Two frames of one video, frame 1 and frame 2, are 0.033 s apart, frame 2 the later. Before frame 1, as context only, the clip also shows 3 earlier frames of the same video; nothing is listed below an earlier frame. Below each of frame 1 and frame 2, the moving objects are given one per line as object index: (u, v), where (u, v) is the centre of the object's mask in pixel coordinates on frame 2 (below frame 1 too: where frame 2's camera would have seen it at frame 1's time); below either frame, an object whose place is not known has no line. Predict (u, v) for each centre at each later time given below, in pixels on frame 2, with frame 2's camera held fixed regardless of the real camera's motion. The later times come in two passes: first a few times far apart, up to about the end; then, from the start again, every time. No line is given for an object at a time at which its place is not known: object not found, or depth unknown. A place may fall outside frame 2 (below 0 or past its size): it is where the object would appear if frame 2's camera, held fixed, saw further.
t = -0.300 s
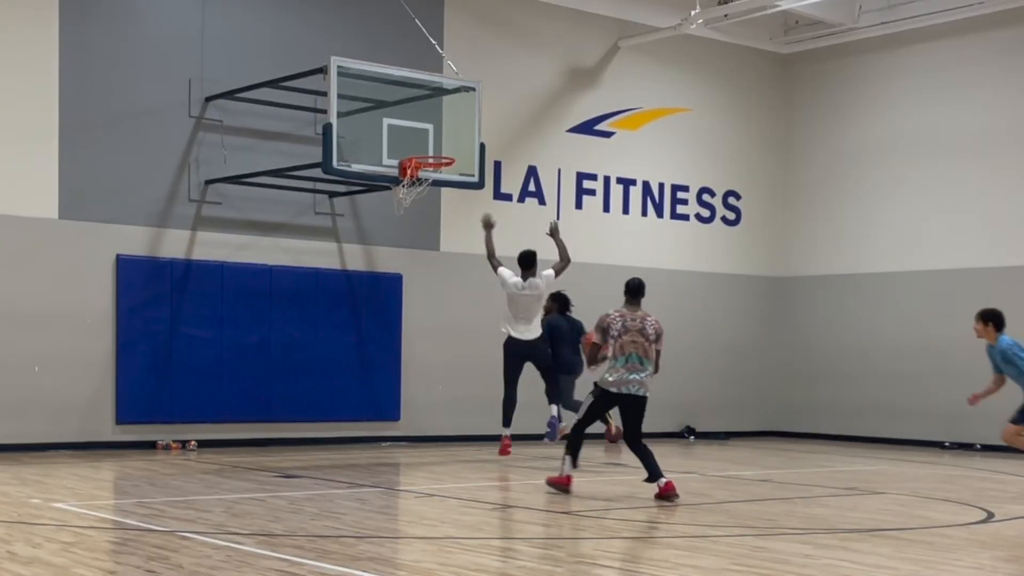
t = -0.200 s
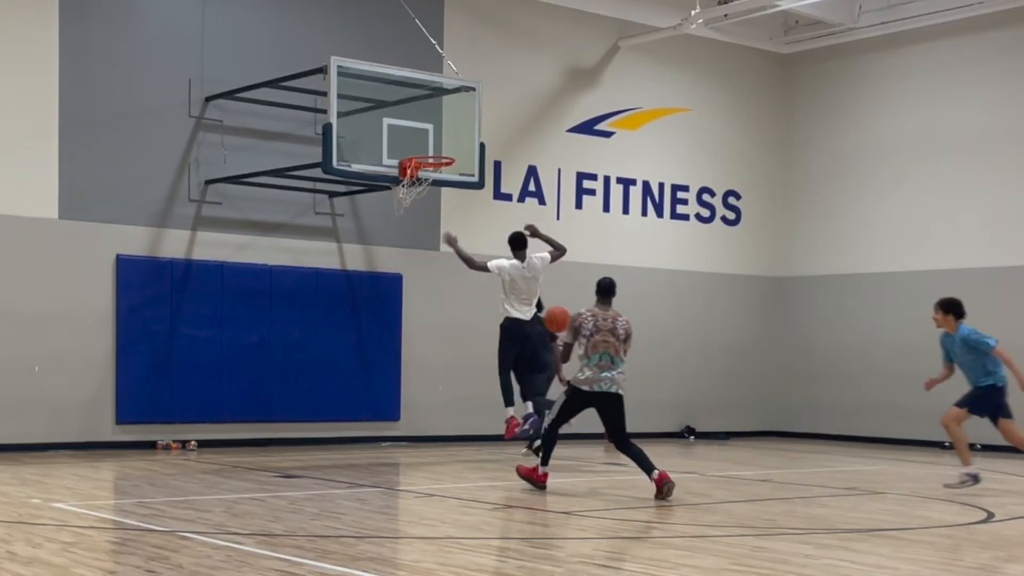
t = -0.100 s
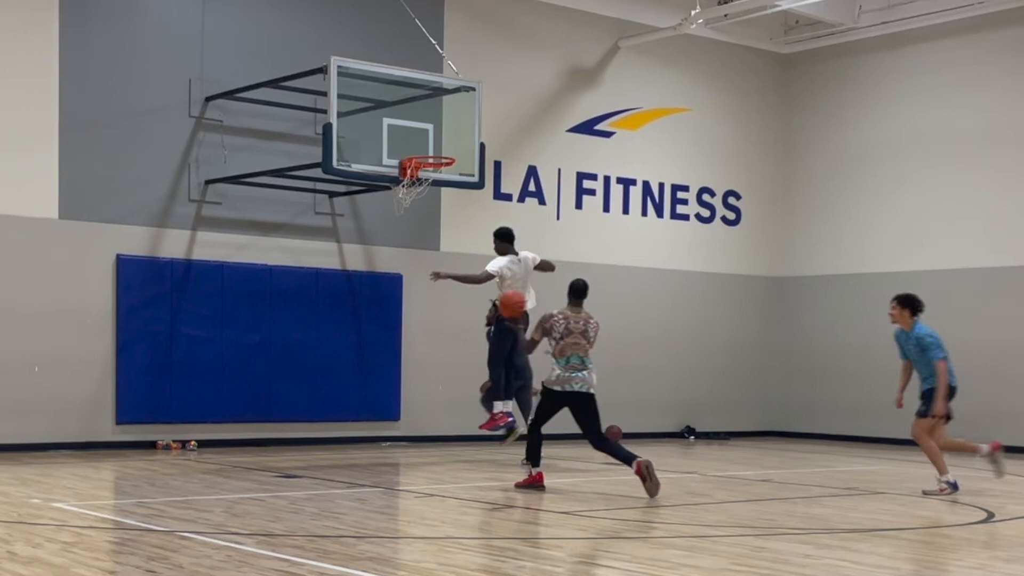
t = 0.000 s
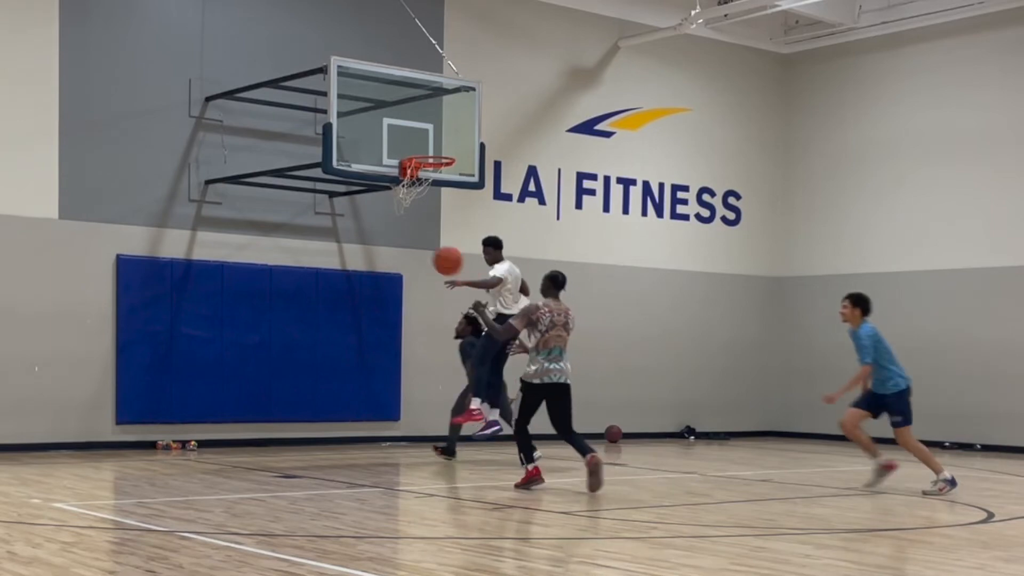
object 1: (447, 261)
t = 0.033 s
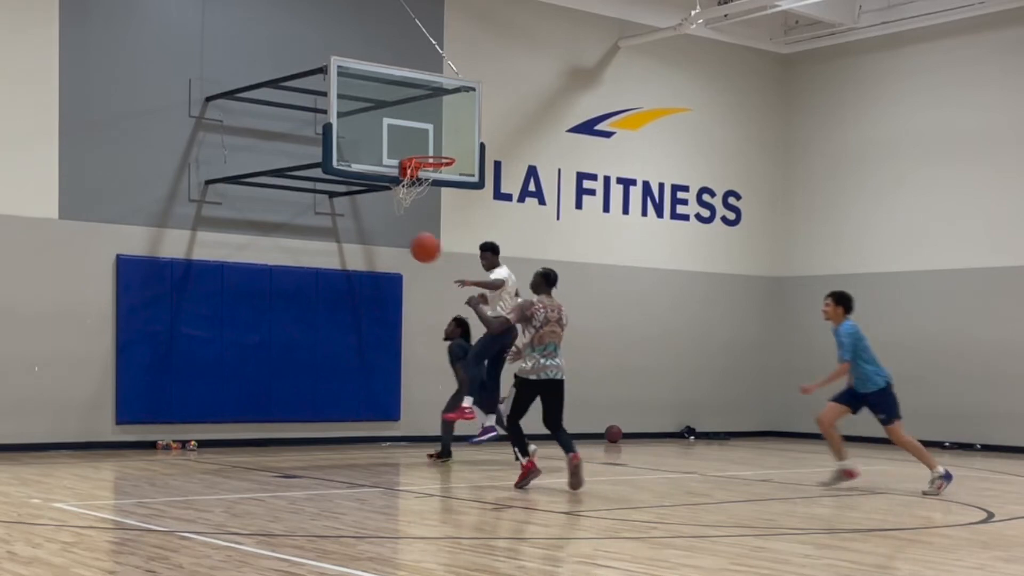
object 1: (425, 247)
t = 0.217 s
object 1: (293, 198)
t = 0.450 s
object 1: (99, 194)
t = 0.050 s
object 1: (414, 242)
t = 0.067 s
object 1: (403, 236)
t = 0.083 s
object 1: (391, 230)
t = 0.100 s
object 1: (379, 225)
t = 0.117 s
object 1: (368, 220)
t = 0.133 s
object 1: (355, 216)
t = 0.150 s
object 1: (343, 212)
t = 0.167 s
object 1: (331, 207)
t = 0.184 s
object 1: (319, 204)
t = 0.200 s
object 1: (306, 201)
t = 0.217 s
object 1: (293, 198)
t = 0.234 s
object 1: (280, 195)
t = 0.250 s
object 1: (267, 193)
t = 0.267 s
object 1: (254, 190)
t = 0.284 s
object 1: (241, 189)
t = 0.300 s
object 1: (227, 188)
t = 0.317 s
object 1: (214, 187)
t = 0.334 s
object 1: (200, 187)
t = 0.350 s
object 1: (186, 187)
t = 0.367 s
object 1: (173, 187)
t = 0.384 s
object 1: (158, 187)
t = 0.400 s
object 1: (143, 188)
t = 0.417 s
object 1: (129, 189)
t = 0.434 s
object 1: (114, 191)
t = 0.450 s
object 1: (99, 194)
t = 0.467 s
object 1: (84, 196)
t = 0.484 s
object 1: (69, 199)
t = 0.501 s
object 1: (54, 203)
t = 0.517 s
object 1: (37, 207)
